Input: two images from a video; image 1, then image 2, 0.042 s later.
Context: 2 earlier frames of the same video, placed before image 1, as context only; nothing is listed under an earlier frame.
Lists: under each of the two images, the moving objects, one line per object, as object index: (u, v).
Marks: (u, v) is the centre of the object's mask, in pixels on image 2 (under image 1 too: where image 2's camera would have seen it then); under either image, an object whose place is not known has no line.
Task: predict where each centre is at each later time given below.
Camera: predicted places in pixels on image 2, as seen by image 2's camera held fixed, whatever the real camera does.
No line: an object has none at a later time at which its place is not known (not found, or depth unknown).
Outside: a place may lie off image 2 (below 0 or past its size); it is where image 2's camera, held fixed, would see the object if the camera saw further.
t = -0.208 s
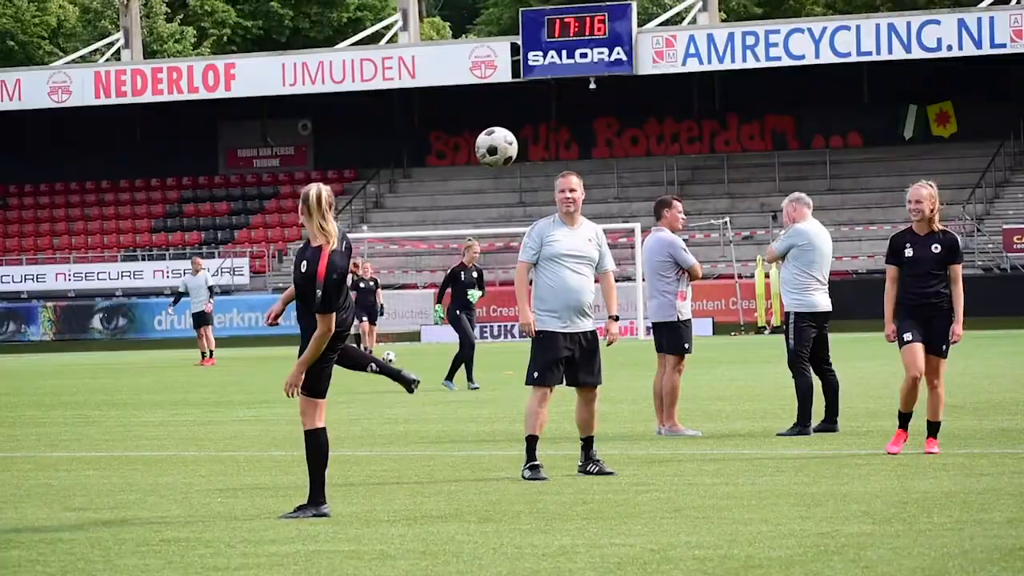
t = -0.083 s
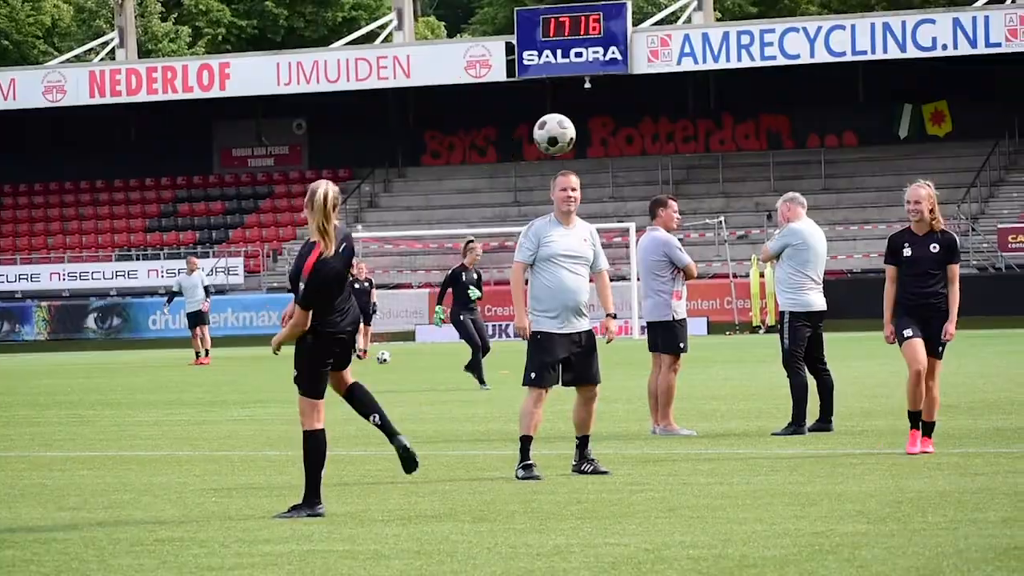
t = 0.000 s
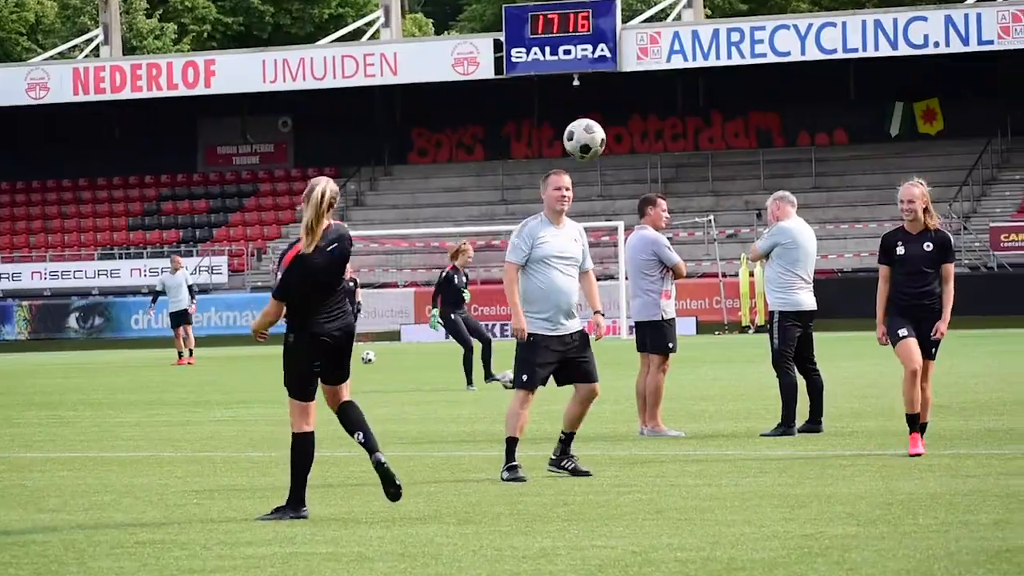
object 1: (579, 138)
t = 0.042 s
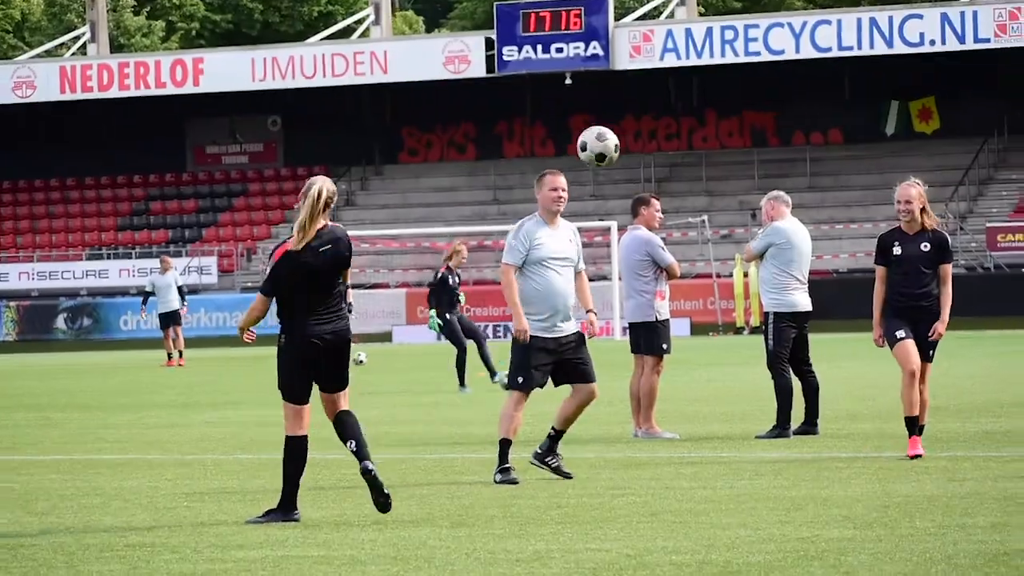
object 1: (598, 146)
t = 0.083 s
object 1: (617, 158)
